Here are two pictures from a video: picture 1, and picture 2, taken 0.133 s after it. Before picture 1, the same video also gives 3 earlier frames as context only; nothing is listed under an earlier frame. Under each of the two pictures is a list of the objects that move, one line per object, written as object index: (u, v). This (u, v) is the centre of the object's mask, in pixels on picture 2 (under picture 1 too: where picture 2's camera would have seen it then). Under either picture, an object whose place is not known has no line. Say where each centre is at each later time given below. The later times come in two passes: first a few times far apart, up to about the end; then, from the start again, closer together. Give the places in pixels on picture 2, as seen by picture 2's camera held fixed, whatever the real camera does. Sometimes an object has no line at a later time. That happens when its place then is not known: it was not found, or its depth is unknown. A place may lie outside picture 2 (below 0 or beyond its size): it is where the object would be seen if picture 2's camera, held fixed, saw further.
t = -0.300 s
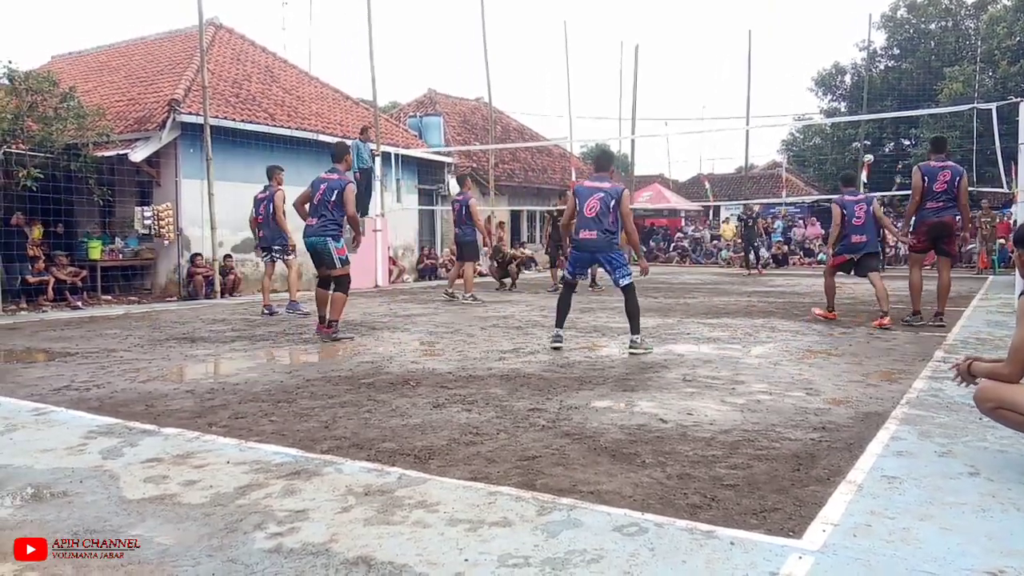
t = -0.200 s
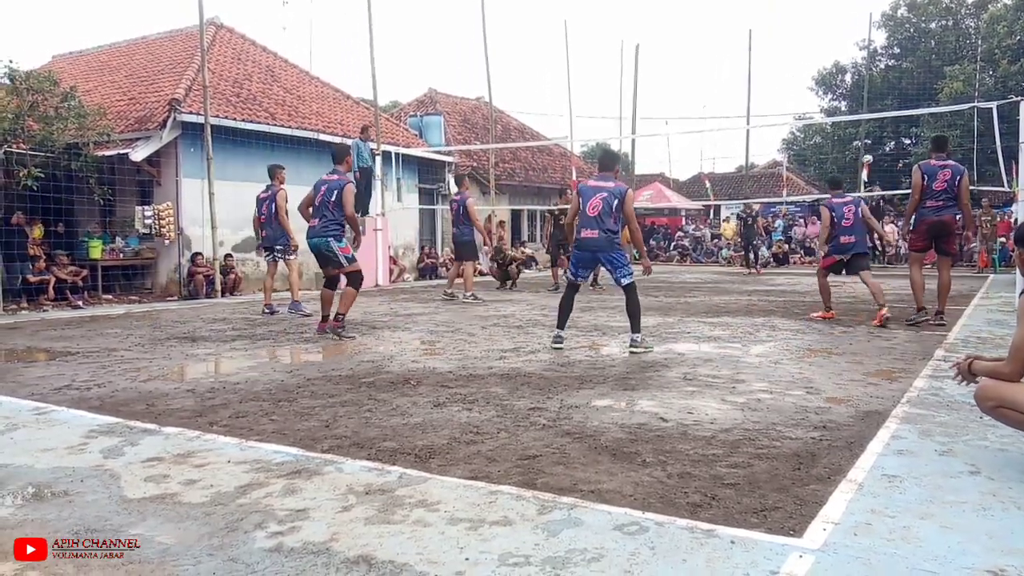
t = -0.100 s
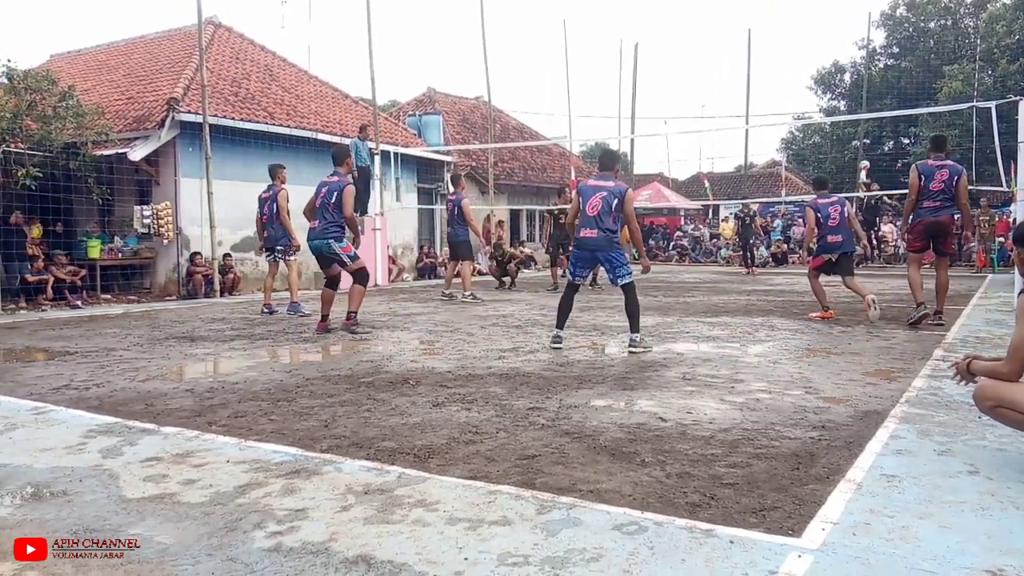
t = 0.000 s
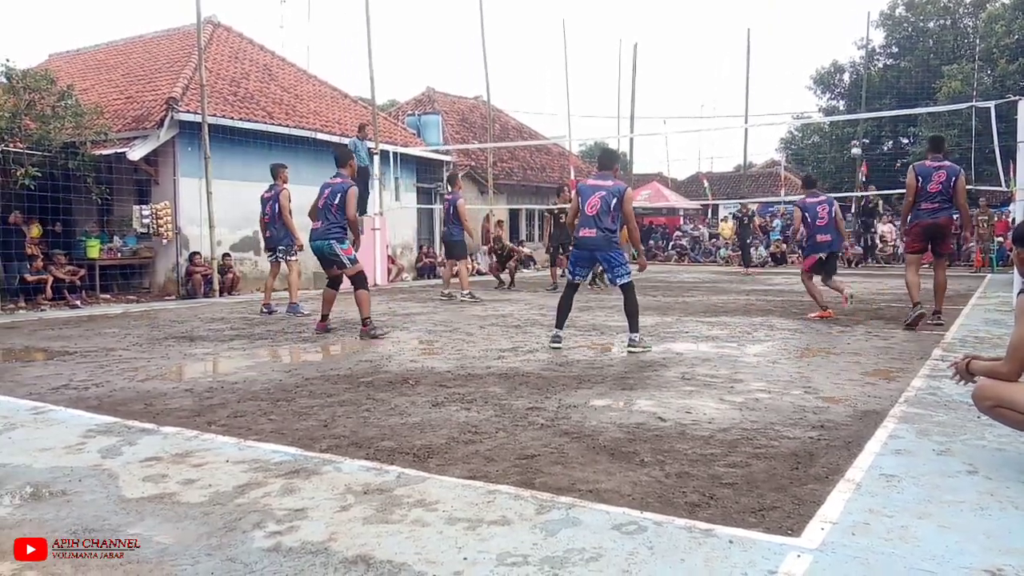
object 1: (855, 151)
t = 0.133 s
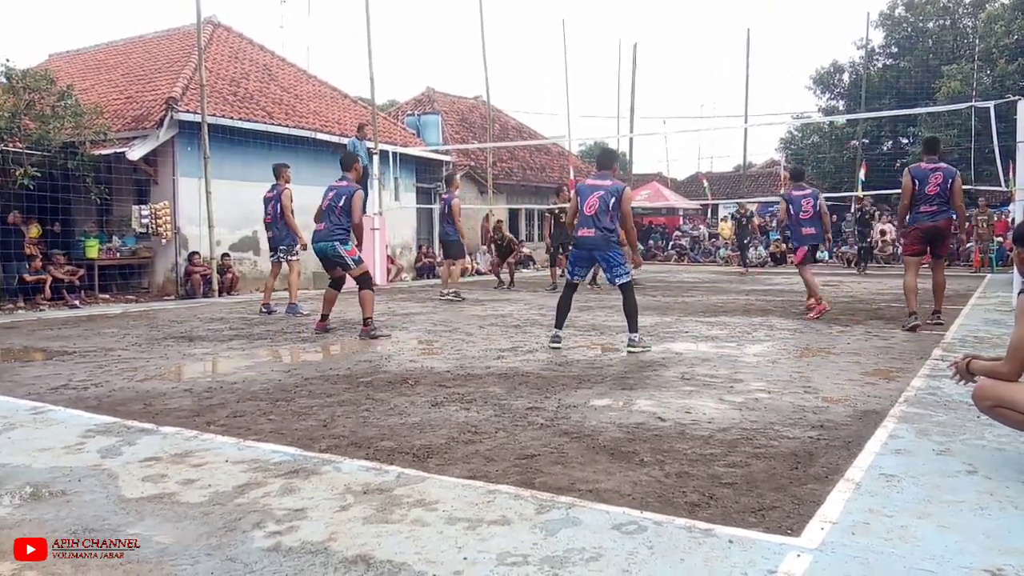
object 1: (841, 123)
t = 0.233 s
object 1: (825, 100)
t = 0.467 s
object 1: (784, 63)
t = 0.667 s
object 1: (738, 46)
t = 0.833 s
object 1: (687, 49)
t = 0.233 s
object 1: (825, 100)
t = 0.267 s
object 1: (822, 95)
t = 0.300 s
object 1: (815, 88)
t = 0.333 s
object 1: (810, 82)
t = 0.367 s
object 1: (805, 78)
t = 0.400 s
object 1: (797, 73)
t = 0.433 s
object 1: (790, 68)
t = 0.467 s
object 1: (784, 63)
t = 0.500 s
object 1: (778, 58)
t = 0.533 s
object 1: (769, 55)
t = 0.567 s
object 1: (763, 52)
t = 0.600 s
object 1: (754, 50)
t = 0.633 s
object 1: (747, 47)
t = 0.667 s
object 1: (738, 46)
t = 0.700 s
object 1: (729, 45)
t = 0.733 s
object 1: (719, 45)
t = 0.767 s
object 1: (709, 46)
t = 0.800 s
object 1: (698, 48)
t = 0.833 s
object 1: (687, 49)
